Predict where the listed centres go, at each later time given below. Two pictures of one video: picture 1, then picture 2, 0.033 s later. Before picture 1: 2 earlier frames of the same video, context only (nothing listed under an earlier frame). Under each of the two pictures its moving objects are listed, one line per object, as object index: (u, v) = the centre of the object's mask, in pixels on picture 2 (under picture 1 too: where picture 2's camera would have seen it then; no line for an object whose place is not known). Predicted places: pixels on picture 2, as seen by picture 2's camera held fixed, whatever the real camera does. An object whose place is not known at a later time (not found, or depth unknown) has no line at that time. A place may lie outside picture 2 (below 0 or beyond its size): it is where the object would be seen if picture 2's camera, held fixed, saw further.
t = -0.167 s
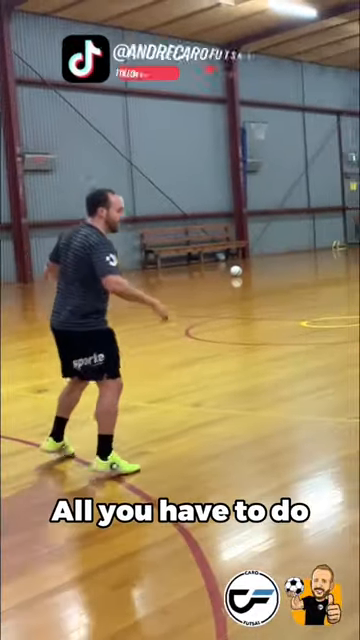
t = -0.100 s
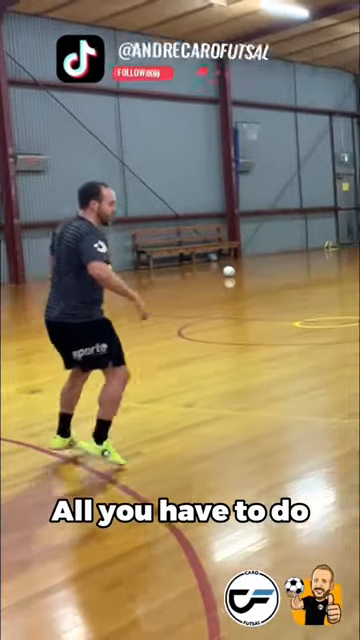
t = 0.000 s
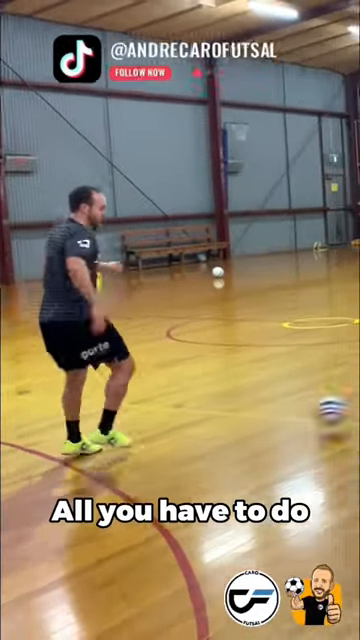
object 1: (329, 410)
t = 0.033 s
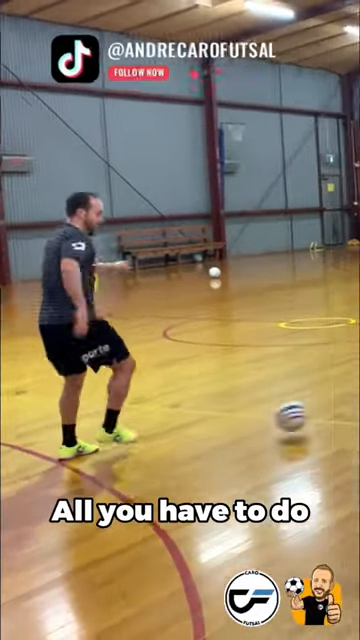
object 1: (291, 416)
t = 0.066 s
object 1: (259, 423)
